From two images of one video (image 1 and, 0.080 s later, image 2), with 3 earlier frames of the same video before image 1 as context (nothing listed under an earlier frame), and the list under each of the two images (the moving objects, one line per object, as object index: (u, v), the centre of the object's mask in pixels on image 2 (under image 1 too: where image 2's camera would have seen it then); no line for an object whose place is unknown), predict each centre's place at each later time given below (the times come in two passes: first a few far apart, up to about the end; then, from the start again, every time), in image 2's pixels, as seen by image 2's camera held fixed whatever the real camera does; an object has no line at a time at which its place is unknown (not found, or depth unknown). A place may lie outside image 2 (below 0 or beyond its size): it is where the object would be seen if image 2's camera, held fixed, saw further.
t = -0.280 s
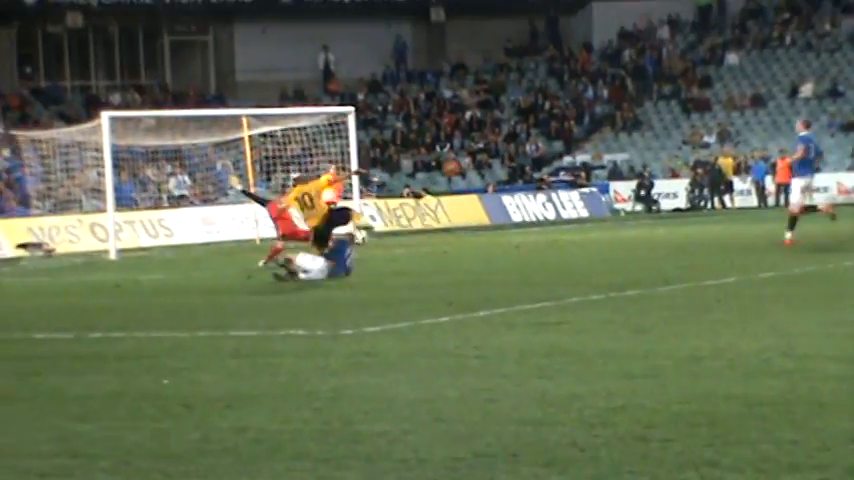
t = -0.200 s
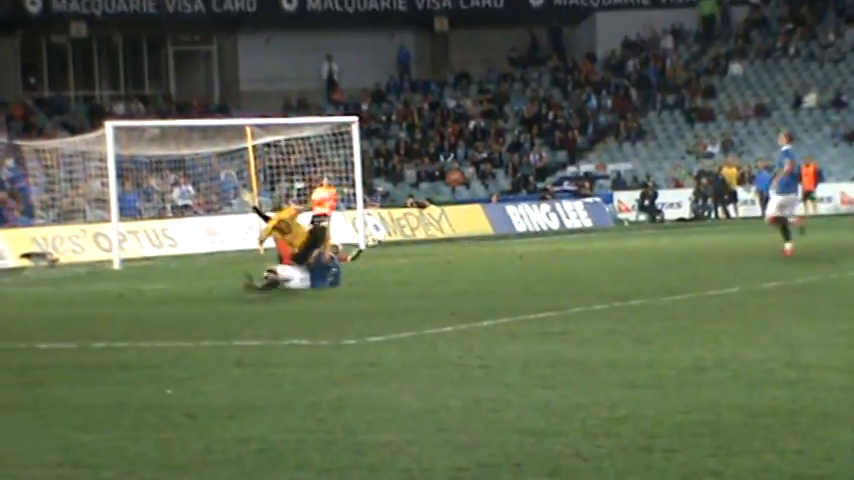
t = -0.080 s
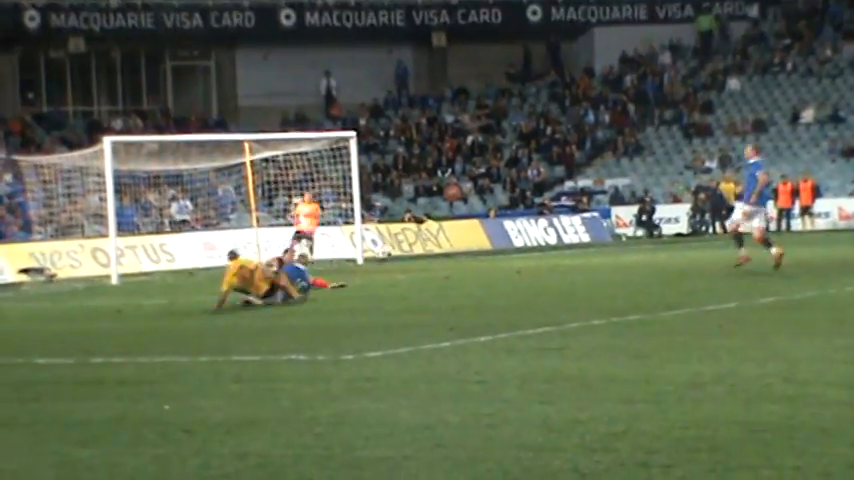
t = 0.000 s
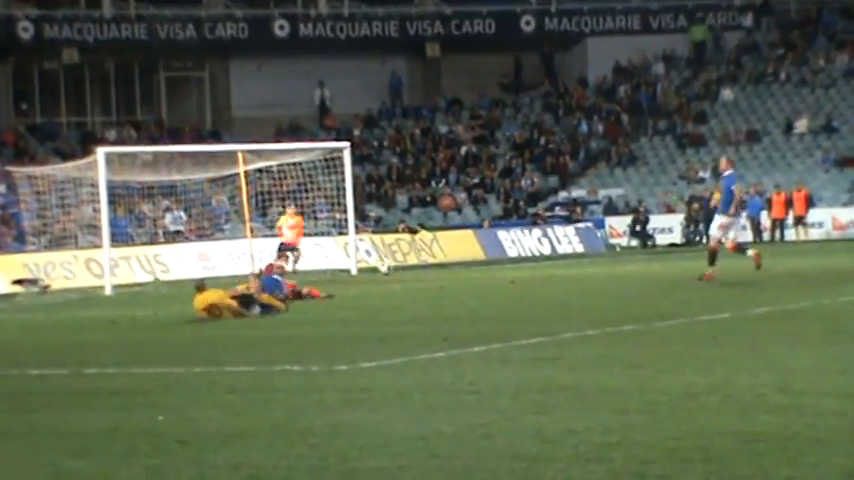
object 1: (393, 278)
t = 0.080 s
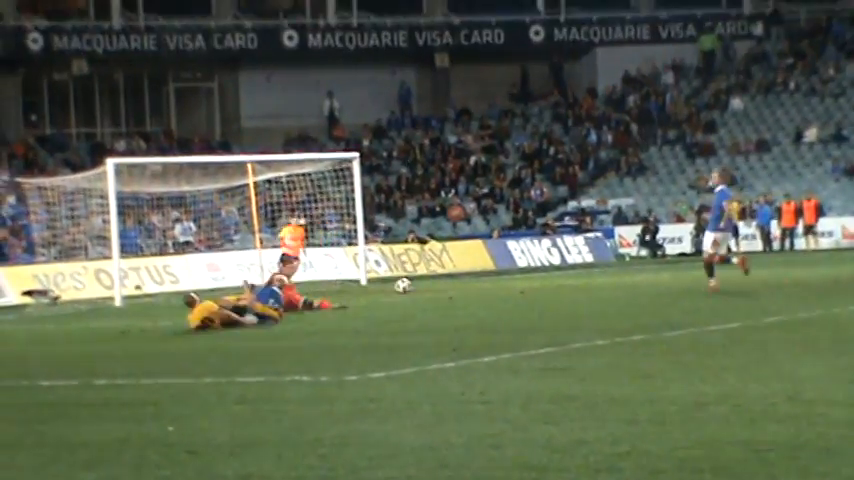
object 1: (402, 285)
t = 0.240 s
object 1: (417, 313)
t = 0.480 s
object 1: (429, 301)
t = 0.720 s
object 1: (439, 322)
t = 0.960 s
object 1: (443, 330)
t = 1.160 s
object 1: (450, 333)
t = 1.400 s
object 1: (455, 341)
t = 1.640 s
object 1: (458, 346)
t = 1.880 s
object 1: (460, 351)
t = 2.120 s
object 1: (461, 359)
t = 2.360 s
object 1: (460, 363)
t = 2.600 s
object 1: (457, 371)
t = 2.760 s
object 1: (455, 375)
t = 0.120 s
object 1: (406, 292)
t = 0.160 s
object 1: (410, 300)
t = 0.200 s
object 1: (414, 308)
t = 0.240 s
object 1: (417, 313)
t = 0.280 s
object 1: (420, 308)
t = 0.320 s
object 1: (422, 305)
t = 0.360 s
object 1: (423, 302)
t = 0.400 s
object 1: (425, 301)
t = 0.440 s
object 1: (426, 300)
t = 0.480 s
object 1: (429, 301)
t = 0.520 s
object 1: (431, 304)
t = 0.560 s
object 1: (432, 307)
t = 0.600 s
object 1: (434, 313)
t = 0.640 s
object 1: (435, 319)
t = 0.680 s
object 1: (437, 323)
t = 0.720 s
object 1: (439, 322)
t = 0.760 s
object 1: (440, 320)
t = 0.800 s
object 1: (440, 319)
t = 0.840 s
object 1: (440, 321)
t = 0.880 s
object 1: (442, 323)
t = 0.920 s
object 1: (442, 327)
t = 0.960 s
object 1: (443, 330)
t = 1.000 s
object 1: (445, 329)
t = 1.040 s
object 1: (447, 327)
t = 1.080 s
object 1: (447, 328)
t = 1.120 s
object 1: (449, 330)
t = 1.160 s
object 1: (450, 333)
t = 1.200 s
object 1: (451, 336)
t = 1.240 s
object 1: (452, 335)
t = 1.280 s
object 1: (453, 335)
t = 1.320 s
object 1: (454, 336)
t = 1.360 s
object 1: (455, 339)
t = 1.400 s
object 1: (455, 341)
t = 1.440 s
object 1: (456, 341)
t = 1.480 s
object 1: (457, 341)
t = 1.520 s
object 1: (457, 342)
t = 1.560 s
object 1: (457, 344)
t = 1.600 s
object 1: (458, 346)
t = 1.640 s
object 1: (458, 346)
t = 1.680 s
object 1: (459, 347)
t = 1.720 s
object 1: (459, 349)
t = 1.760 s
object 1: (459, 349)
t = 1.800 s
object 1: (459, 349)
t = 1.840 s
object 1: (459, 349)
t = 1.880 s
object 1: (460, 351)
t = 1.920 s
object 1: (460, 354)
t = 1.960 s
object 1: (461, 354)
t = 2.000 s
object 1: (461, 354)
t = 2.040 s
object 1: (461, 354)
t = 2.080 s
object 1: (461, 357)
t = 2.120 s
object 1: (461, 359)
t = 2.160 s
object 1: (461, 359)
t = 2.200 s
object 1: (461, 359)
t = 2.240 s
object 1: (461, 360)
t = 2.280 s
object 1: (460, 363)
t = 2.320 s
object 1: (460, 363)
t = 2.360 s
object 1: (460, 363)
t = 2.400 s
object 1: (460, 364)
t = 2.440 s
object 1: (460, 367)
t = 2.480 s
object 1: (459, 368)
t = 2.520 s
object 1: (459, 368)
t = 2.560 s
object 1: (458, 369)
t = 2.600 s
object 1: (457, 371)
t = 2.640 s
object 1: (457, 371)
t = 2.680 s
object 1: (456, 371)
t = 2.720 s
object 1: (456, 373)
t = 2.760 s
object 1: (455, 375)
